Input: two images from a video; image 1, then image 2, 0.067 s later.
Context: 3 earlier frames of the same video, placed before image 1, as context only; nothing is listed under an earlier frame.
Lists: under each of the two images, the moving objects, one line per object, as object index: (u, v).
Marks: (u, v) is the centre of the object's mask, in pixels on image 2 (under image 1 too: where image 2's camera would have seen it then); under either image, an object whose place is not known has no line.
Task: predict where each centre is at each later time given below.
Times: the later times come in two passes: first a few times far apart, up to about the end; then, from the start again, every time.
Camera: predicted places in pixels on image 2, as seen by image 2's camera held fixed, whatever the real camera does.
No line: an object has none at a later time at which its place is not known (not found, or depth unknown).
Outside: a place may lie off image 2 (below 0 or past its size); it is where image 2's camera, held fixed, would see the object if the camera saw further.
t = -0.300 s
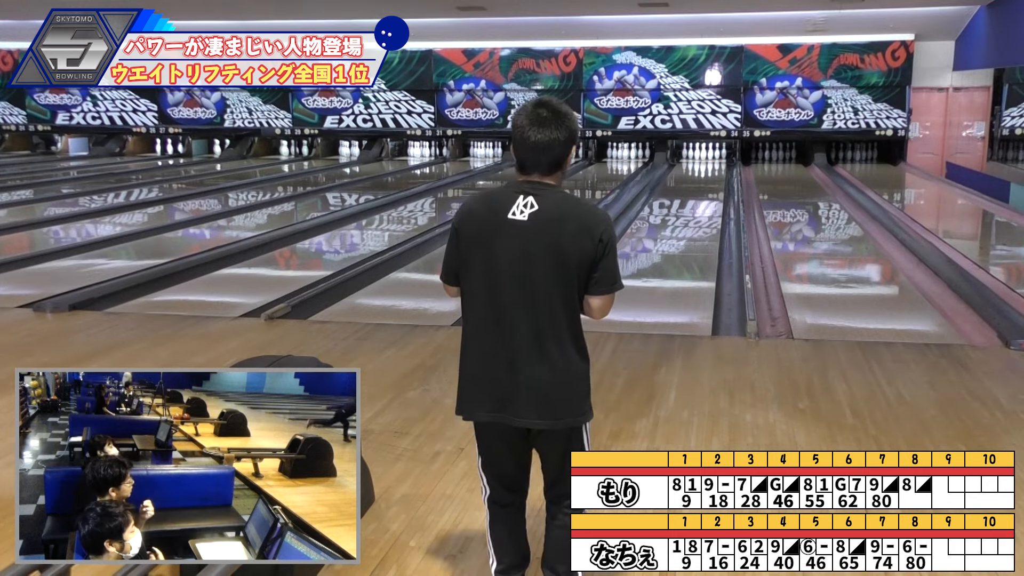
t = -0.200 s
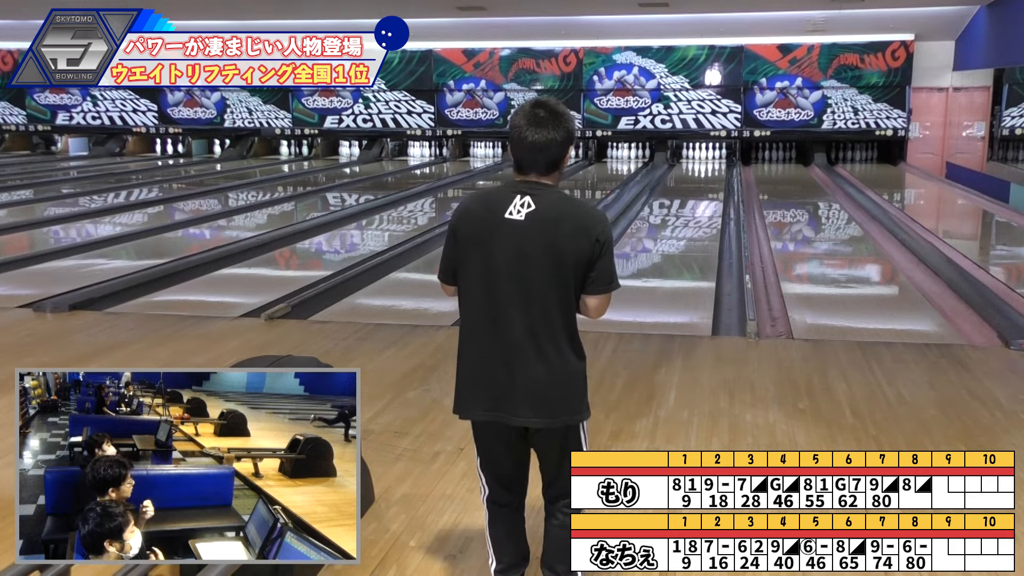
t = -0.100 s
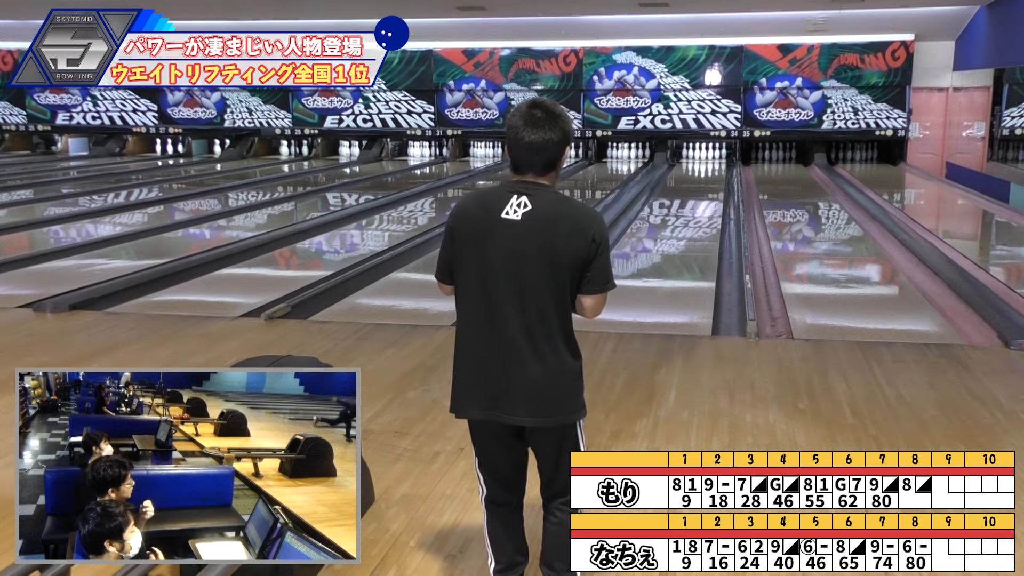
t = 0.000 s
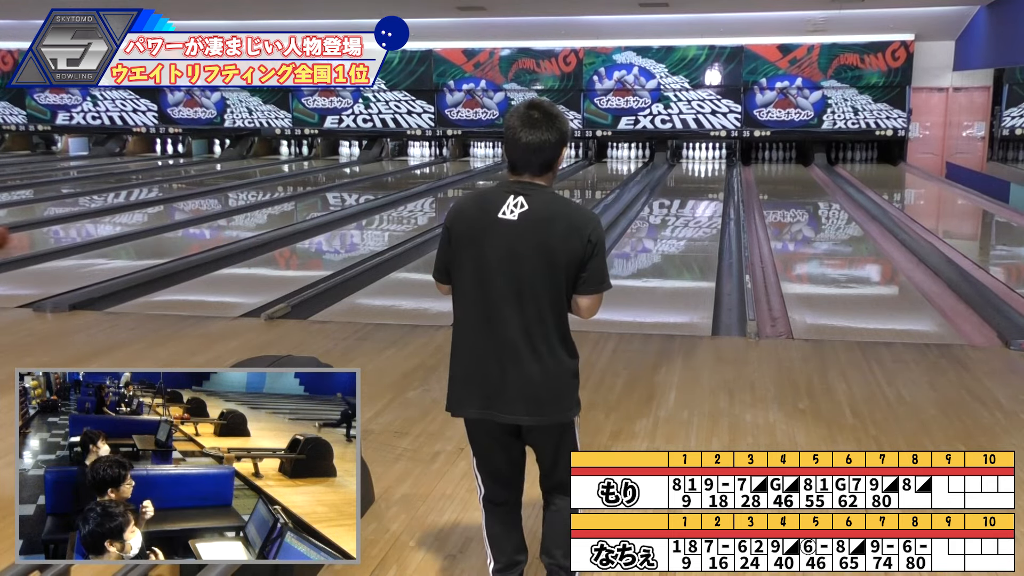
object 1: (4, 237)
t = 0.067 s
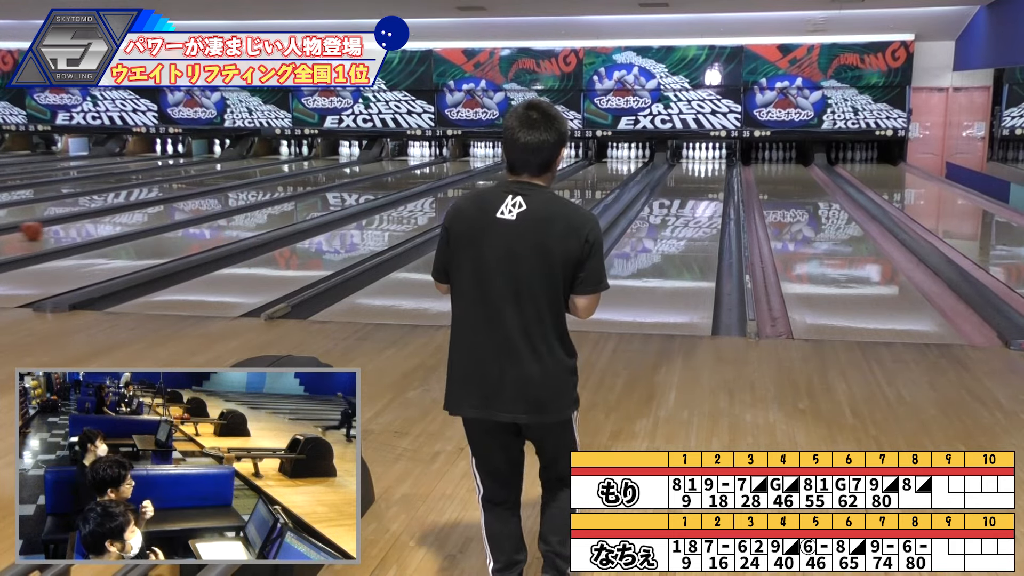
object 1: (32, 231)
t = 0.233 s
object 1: (103, 216)
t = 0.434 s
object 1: (169, 203)
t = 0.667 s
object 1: (229, 190)
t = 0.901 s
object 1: (276, 180)
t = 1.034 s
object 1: (298, 176)
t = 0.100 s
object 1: (47, 227)
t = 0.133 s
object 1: (62, 224)
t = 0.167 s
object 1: (76, 221)
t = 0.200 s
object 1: (90, 219)
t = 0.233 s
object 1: (103, 216)
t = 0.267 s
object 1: (115, 213)
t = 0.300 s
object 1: (126, 211)
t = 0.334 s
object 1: (138, 209)
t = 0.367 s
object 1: (148, 207)
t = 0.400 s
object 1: (158, 205)
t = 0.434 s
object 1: (169, 203)
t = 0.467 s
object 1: (178, 202)
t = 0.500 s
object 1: (187, 199)
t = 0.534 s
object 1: (196, 197)
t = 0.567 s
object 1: (205, 195)
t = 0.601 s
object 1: (213, 194)
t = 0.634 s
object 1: (221, 193)
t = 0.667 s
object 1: (229, 190)
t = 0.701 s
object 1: (236, 188)
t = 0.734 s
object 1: (244, 187)
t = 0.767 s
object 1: (250, 186)
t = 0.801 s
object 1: (257, 185)
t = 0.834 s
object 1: (263, 183)
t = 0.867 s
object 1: (270, 181)
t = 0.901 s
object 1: (276, 180)
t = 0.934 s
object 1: (282, 179)
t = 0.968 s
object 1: (288, 178)
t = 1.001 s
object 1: (293, 177)
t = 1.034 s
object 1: (298, 176)
